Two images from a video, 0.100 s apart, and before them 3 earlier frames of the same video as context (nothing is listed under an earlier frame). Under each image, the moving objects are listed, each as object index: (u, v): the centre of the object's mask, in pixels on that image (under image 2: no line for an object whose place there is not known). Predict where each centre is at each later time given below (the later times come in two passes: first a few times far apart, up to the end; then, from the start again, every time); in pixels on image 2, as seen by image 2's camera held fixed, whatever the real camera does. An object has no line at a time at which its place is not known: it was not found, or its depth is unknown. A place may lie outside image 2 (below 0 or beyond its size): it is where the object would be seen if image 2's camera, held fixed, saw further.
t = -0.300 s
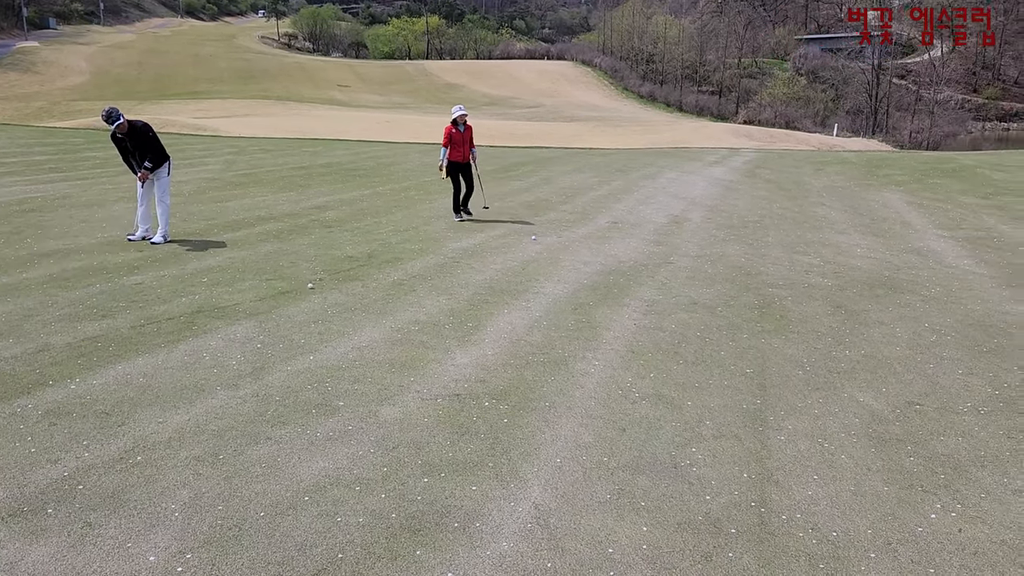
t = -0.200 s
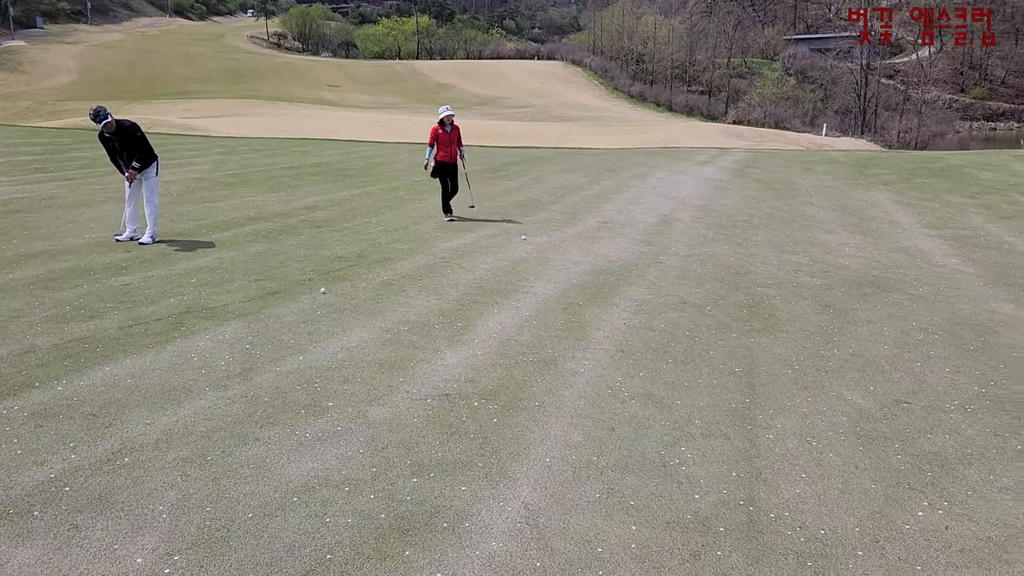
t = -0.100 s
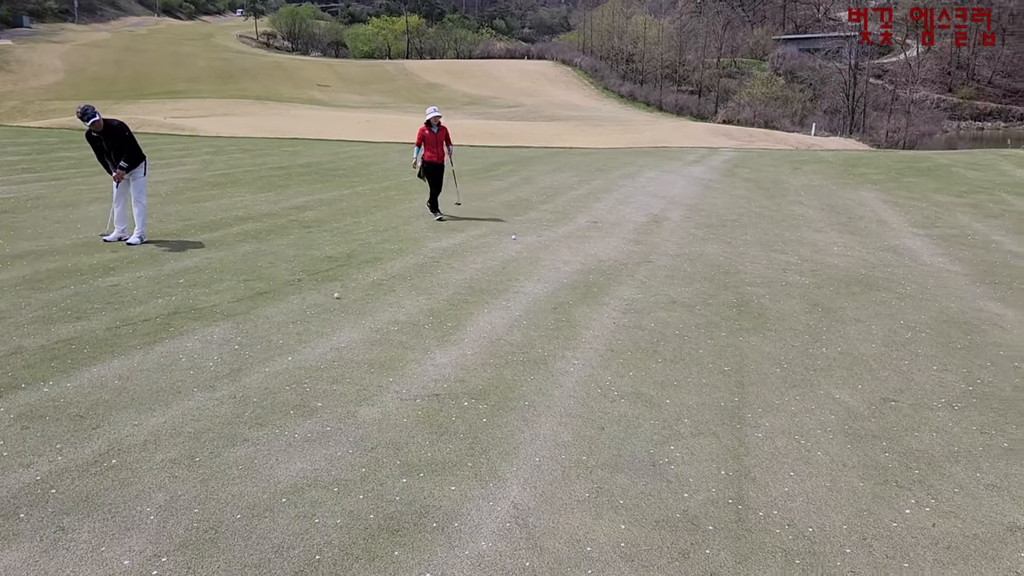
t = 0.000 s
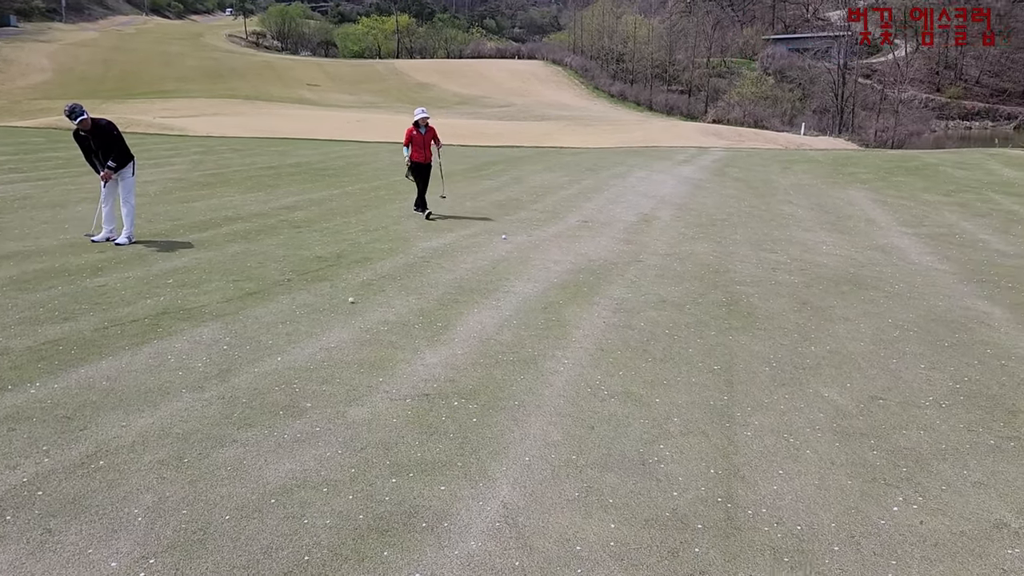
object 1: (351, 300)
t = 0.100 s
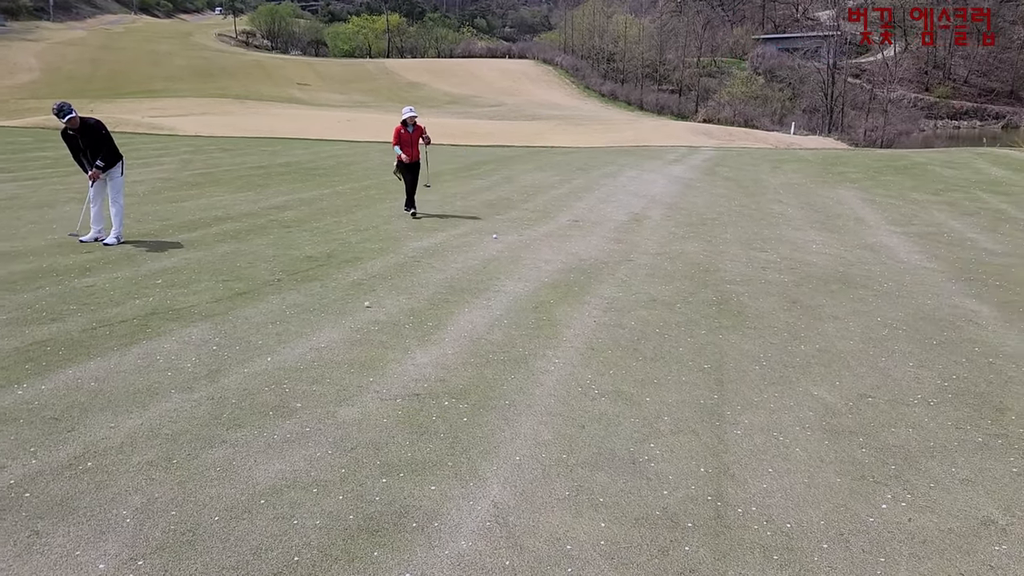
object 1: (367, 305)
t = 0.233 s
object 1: (401, 311)
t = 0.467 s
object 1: (463, 320)
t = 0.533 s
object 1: (482, 323)
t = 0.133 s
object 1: (375, 306)
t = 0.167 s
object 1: (384, 308)
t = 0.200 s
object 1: (392, 309)
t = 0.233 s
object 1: (401, 311)
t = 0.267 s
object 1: (410, 312)
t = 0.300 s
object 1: (418, 314)
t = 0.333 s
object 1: (427, 315)
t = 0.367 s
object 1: (436, 317)
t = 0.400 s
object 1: (445, 318)
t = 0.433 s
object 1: (454, 319)
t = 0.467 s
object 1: (463, 320)
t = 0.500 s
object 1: (473, 322)
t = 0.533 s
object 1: (482, 323)
